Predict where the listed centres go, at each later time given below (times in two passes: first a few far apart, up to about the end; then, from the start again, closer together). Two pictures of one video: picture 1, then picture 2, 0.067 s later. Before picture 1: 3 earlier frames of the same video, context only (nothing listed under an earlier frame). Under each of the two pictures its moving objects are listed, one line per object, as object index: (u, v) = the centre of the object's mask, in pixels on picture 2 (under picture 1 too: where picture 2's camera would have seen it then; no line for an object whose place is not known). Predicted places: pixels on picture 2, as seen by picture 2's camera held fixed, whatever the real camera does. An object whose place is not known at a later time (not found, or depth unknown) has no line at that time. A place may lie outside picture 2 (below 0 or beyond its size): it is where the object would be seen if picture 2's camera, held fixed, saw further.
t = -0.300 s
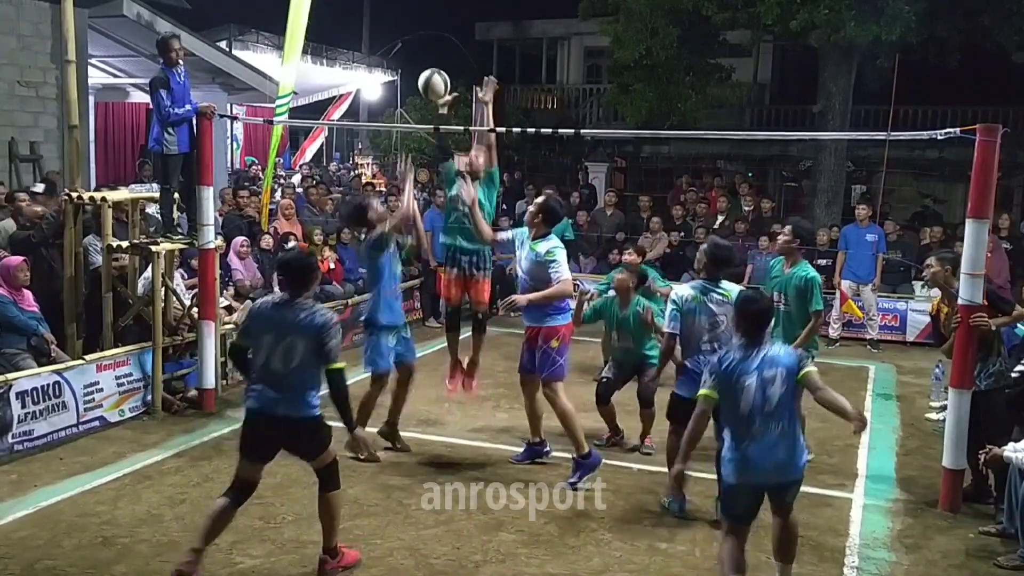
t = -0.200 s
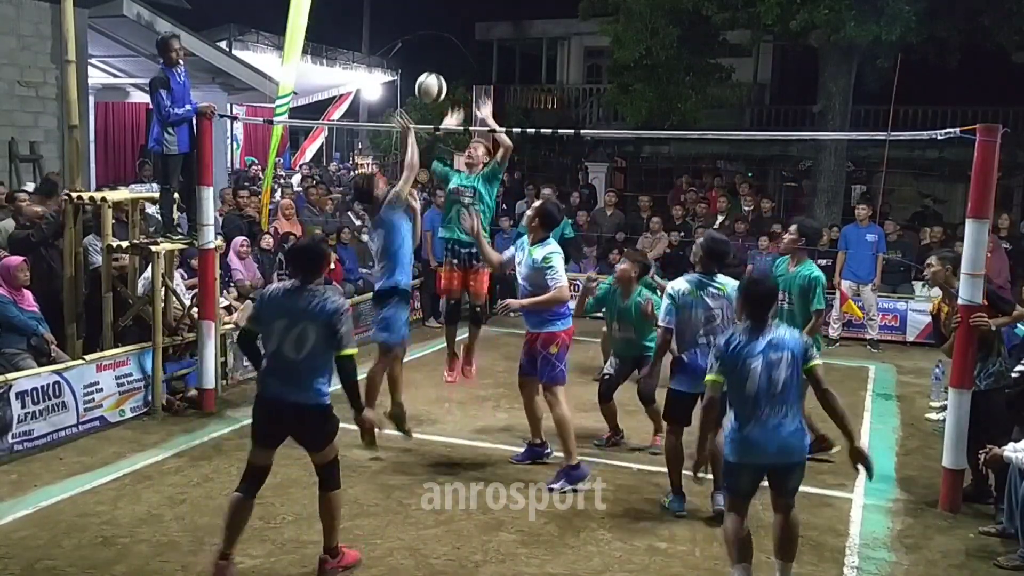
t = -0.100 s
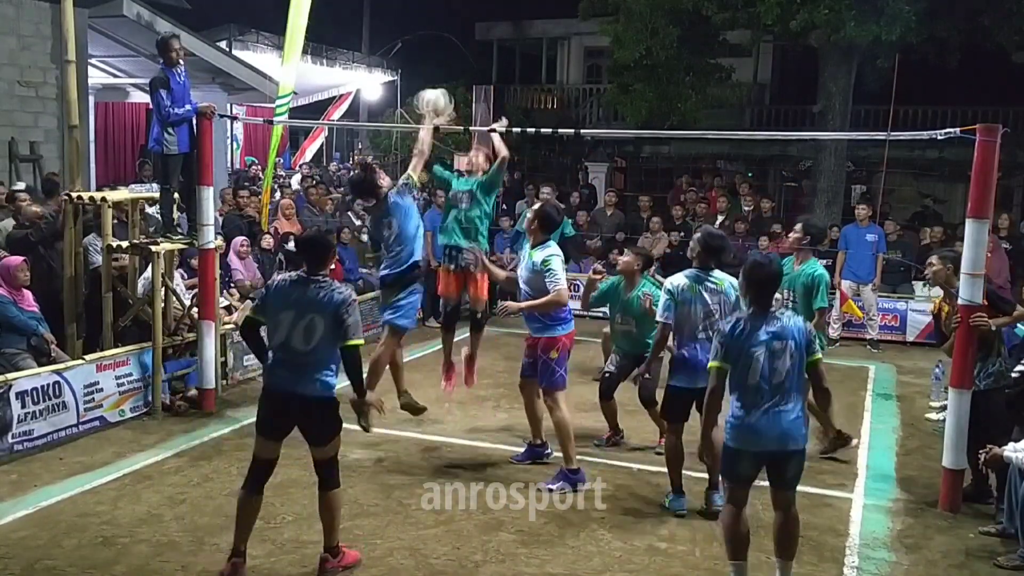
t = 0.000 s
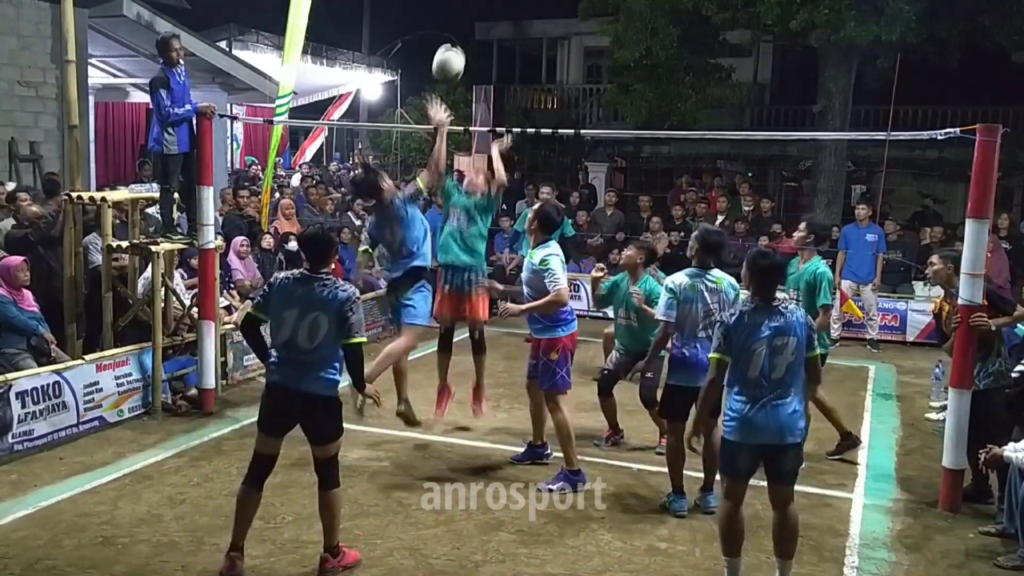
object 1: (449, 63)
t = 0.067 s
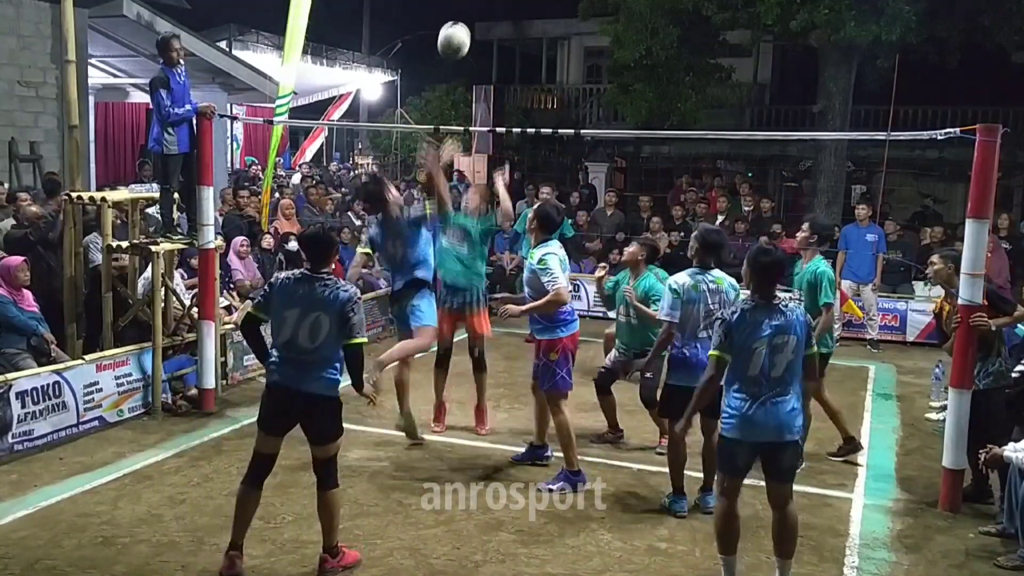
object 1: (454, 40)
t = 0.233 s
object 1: (471, 10)
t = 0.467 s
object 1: (497, 24)
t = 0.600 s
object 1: (514, 80)
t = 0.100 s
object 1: (457, 28)
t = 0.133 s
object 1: (461, 20)
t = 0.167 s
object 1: (464, 15)
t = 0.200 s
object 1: (467, 12)
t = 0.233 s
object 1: (471, 10)
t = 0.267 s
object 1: (475, 9)
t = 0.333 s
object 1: (483, 9)
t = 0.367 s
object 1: (486, 10)
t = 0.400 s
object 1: (490, 12)
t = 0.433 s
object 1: (494, 18)
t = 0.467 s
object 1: (497, 24)
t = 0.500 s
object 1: (501, 35)
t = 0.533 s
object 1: (505, 48)
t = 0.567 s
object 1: (510, 62)
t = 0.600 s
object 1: (514, 80)
